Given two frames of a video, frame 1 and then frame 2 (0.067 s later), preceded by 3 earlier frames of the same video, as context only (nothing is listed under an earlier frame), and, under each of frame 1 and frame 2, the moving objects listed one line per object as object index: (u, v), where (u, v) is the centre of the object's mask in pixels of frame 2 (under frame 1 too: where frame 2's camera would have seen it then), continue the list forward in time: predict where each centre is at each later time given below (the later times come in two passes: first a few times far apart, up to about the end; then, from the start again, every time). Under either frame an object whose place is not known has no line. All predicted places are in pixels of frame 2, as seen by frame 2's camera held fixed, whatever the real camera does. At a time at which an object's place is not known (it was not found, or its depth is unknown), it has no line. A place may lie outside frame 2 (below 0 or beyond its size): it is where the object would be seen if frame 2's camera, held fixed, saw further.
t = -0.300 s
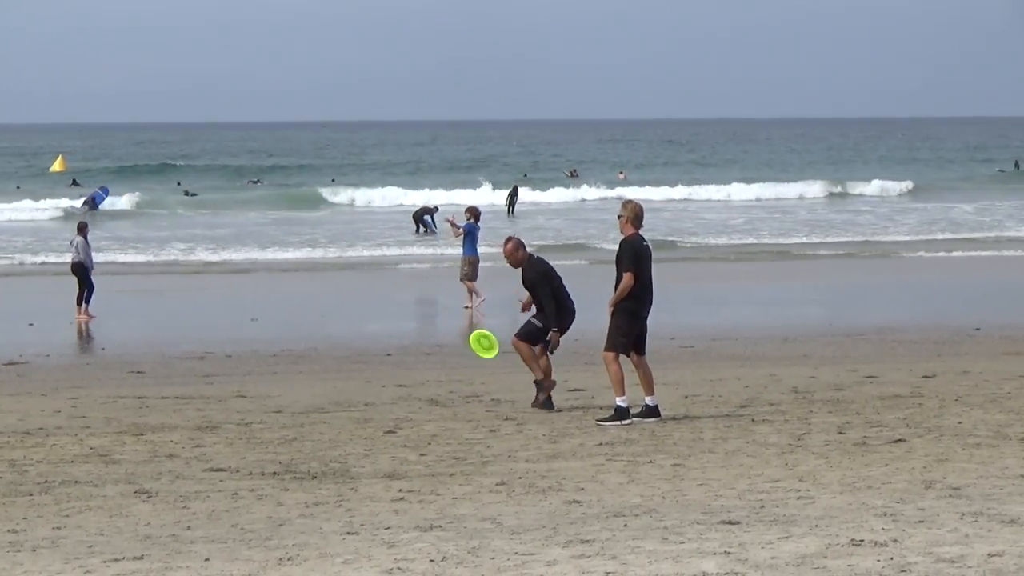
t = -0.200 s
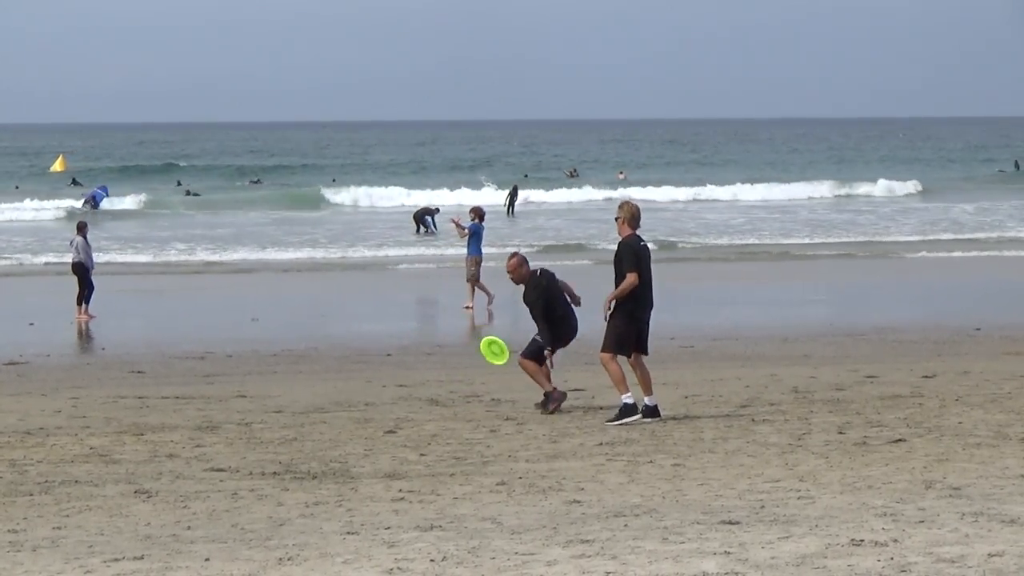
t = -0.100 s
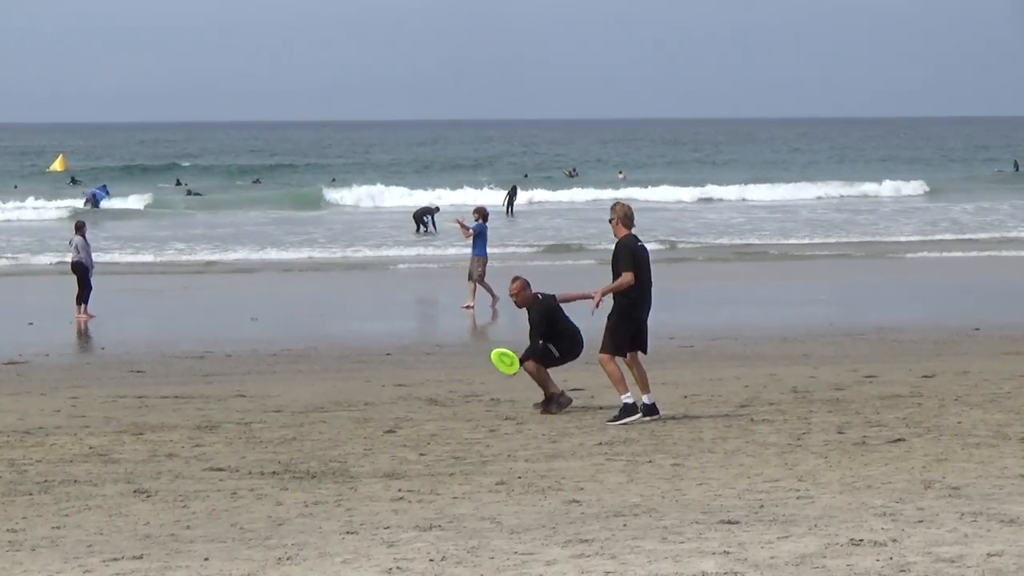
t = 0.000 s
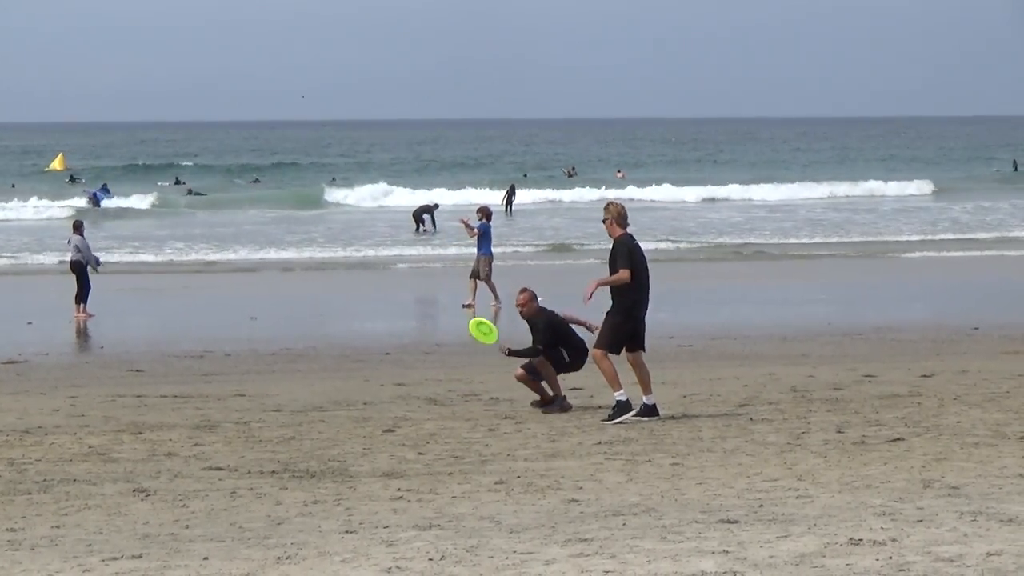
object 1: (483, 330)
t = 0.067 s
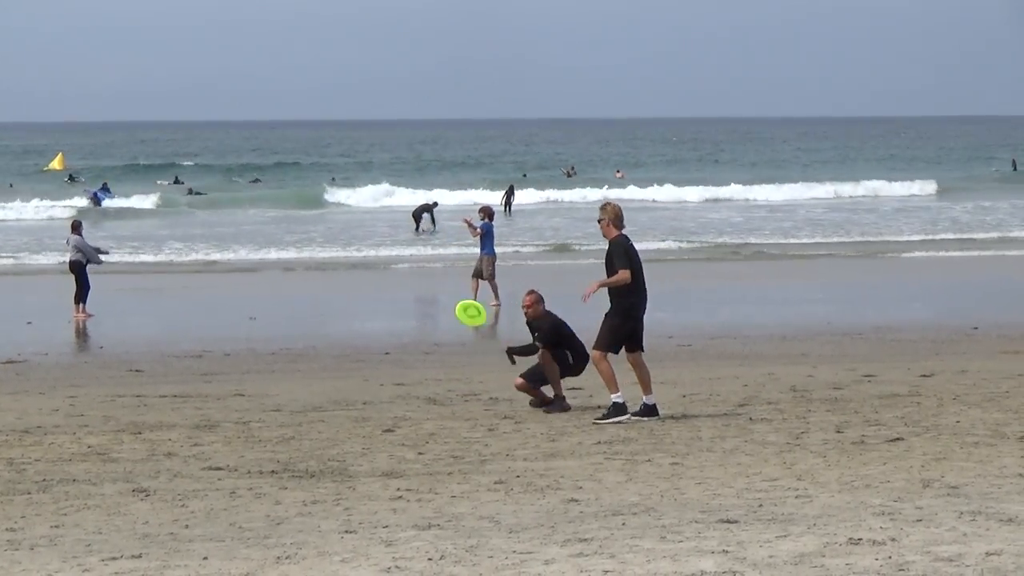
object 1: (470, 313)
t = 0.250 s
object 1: (445, 280)
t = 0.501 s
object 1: (423, 275)
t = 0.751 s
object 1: (417, 320)
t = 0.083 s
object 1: (468, 309)
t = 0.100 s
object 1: (465, 305)
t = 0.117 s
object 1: (462, 302)
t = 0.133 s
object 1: (460, 298)
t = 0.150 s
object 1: (458, 295)
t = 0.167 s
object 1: (456, 292)
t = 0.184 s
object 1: (453, 289)
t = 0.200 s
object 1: (451, 286)
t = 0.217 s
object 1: (448, 284)
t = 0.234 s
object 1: (447, 282)
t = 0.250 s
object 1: (445, 280)
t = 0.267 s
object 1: (443, 278)
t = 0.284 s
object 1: (441, 276)
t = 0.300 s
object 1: (439, 275)
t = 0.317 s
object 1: (438, 274)
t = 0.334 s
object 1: (436, 273)
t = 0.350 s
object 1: (434, 272)
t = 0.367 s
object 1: (433, 271)
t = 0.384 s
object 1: (431, 271)
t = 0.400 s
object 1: (430, 271)
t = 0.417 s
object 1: (429, 271)
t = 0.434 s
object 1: (427, 271)
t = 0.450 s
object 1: (426, 272)
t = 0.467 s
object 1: (425, 272)
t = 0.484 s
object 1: (424, 274)
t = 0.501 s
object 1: (423, 275)
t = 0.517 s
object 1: (422, 276)
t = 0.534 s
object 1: (421, 278)
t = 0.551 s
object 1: (421, 280)
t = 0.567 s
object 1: (420, 282)
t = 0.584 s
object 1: (419, 284)
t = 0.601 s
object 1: (419, 287)
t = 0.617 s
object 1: (418, 290)
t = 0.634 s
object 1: (418, 293)
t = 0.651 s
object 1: (417, 296)
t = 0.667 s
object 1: (417, 300)
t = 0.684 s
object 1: (417, 303)
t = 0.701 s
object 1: (417, 307)
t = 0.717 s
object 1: (417, 311)
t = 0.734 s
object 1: (417, 316)
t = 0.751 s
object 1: (417, 320)
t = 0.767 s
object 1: (417, 325)
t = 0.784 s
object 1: (417, 330)
